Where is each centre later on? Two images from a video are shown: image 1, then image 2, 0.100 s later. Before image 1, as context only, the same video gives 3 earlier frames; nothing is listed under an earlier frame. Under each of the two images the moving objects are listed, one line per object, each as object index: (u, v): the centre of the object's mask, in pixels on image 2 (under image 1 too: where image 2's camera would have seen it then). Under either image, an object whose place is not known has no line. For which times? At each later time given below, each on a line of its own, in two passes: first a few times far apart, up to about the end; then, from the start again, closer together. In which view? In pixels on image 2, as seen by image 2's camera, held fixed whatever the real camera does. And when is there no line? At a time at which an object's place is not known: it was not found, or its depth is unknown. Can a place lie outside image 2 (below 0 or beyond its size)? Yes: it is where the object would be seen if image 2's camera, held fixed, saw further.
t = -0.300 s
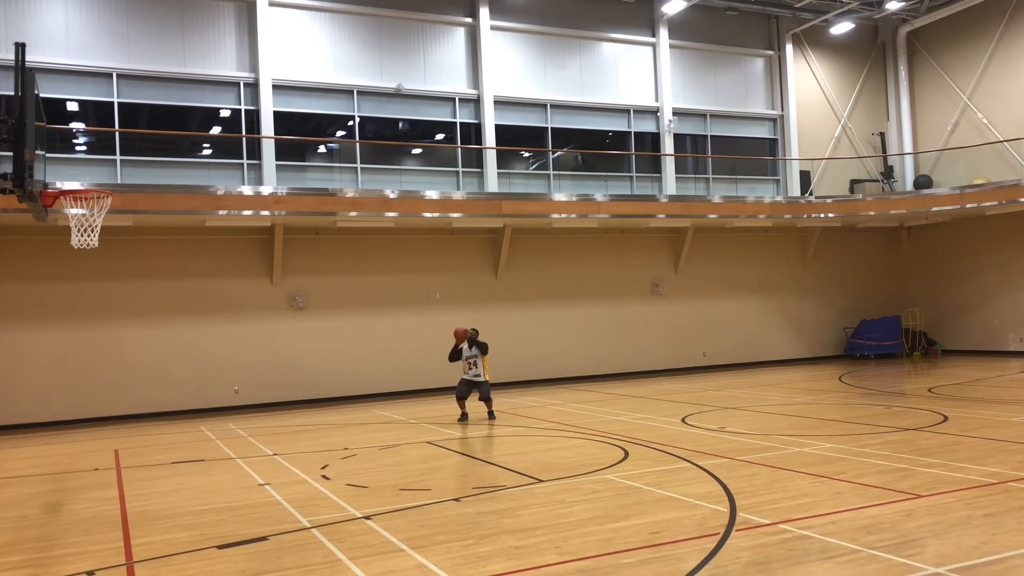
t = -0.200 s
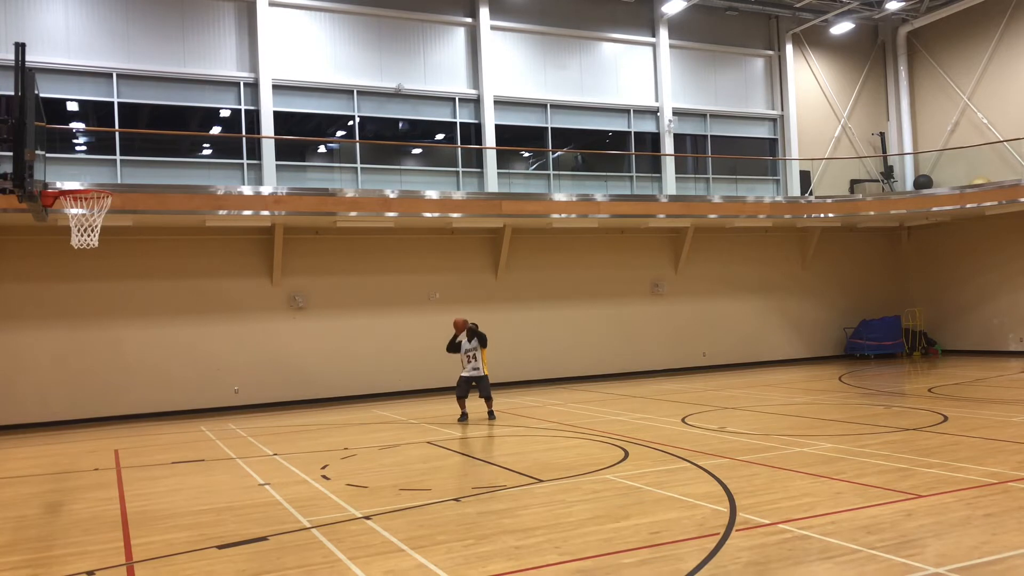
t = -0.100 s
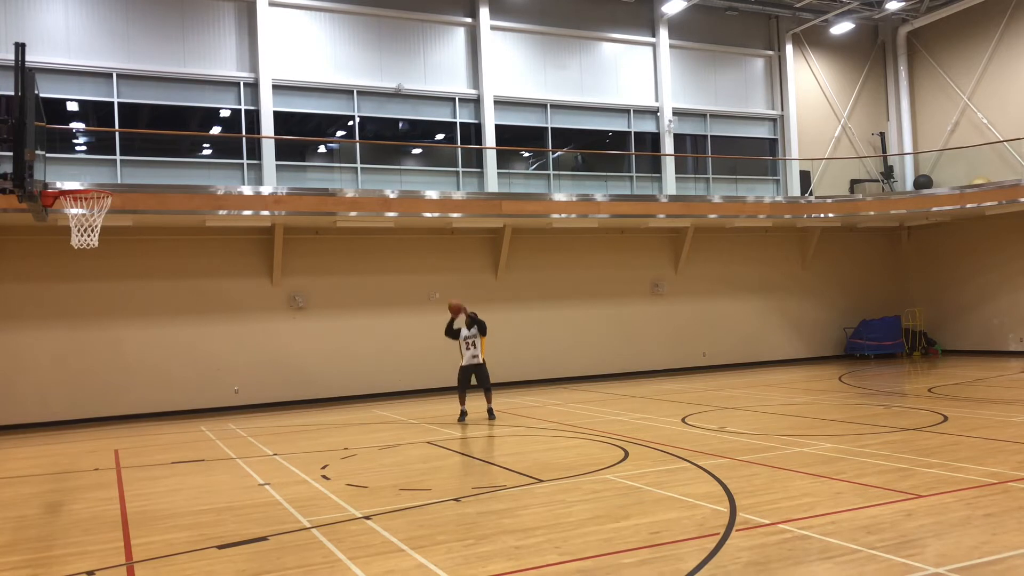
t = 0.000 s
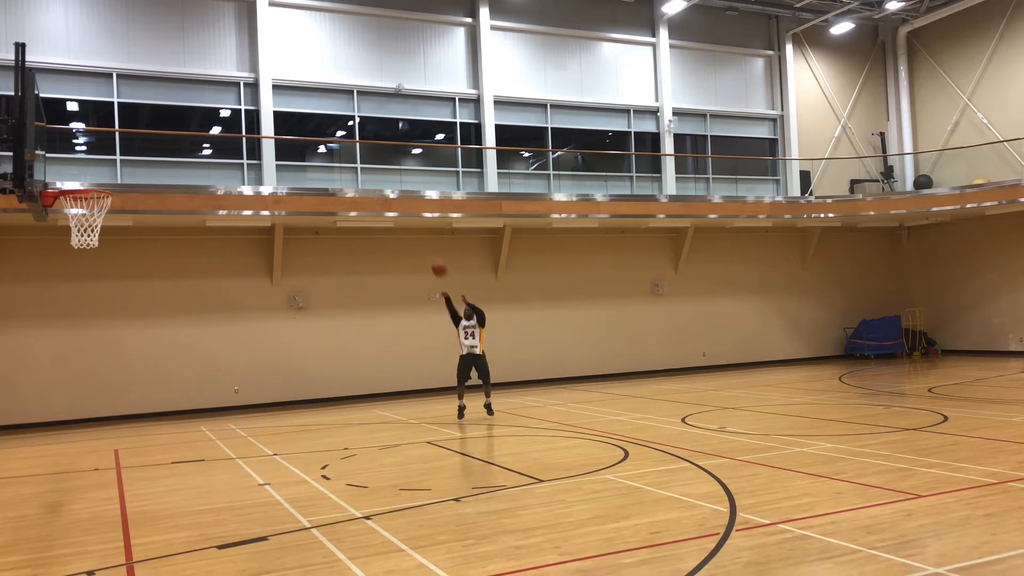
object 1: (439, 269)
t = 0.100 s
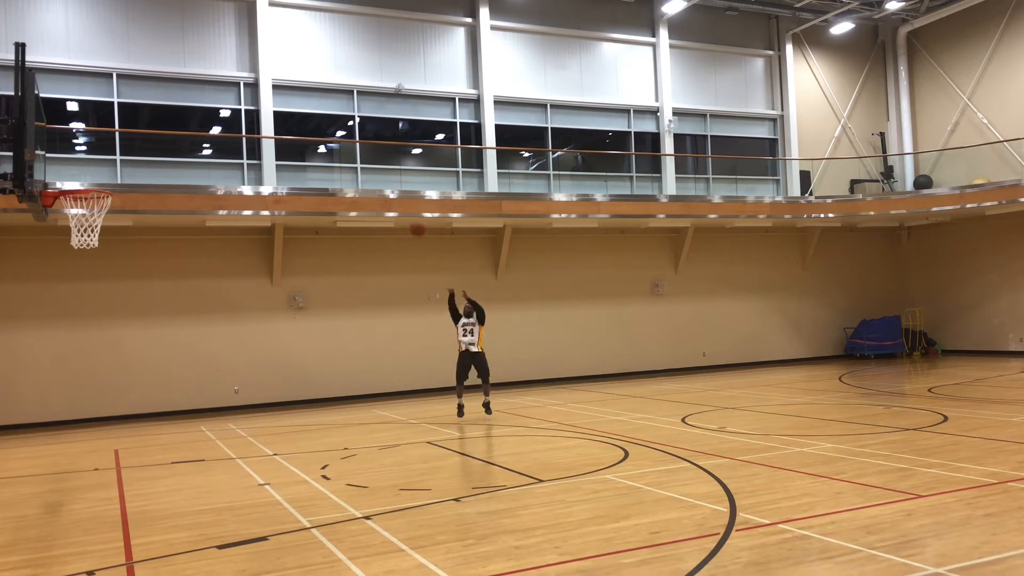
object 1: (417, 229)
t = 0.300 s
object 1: (372, 158)
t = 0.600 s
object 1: (295, 93)
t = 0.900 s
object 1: (207, 87)
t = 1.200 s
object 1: (101, 161)
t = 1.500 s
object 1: (105, 211)
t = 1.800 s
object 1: (107, 240)
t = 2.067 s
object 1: (80, 315)
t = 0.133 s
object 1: (409, 216)
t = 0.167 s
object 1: (402, 204)
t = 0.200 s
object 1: (395, 192)
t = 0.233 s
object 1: (387, 180)
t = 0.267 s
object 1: (379, 169)
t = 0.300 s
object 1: (372, 158)
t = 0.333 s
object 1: (364, 148)
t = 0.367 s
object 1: (355, 140)
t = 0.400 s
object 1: (347, 130)
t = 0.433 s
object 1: (338, 123)
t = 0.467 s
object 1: (331, 116)
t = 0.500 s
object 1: (321, 109)
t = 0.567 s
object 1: (304, 97)
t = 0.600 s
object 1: (295, 93)
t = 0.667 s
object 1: (276, 86)
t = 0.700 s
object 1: (267, 83)
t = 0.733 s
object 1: (257, 82)
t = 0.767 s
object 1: (248, 81)
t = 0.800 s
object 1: (238, 81)
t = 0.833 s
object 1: (228, 82)
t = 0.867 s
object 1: (217, 84)
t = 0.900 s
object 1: (207, 87)
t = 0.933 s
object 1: (196, 91)
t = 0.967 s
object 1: (185, 96)
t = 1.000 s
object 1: (174, 102)
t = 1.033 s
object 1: (162, 109)
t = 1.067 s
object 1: (150, 117)
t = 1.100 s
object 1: (139, 125)
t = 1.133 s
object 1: (126, 137)
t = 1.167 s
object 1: (114, 148)
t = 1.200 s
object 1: (101, 161)
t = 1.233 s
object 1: (88, 176)
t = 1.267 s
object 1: (74, 186)
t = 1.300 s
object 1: (77, 202)
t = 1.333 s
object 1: (81, 208)
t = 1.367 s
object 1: (86, 213)
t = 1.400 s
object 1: (91, 213)
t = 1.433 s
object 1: (97, 213)
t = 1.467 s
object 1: (102, 212)
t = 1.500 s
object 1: (105, 211)
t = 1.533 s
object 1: (108, 211)
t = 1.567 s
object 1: (111, 212)
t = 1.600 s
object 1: (112, 213)
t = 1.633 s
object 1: (112, 217)
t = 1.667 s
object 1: (113, 219)
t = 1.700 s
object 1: (113, 223)
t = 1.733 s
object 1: (111, 228)
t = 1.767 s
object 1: (110, 236)
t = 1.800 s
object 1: (107, 240)
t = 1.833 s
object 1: (103, 245)
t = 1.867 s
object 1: (99, 250)
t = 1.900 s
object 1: (95, 257)
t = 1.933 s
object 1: (92, 268)
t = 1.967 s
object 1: (90, 277)
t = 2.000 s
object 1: (86, 288)
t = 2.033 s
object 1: (83, 302)
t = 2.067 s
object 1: (80, 315)
